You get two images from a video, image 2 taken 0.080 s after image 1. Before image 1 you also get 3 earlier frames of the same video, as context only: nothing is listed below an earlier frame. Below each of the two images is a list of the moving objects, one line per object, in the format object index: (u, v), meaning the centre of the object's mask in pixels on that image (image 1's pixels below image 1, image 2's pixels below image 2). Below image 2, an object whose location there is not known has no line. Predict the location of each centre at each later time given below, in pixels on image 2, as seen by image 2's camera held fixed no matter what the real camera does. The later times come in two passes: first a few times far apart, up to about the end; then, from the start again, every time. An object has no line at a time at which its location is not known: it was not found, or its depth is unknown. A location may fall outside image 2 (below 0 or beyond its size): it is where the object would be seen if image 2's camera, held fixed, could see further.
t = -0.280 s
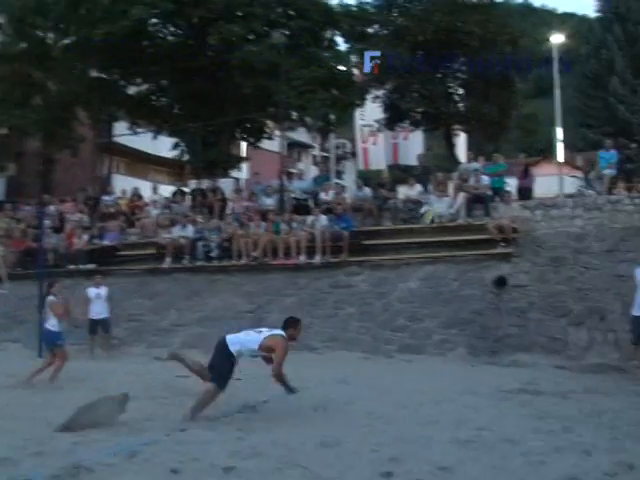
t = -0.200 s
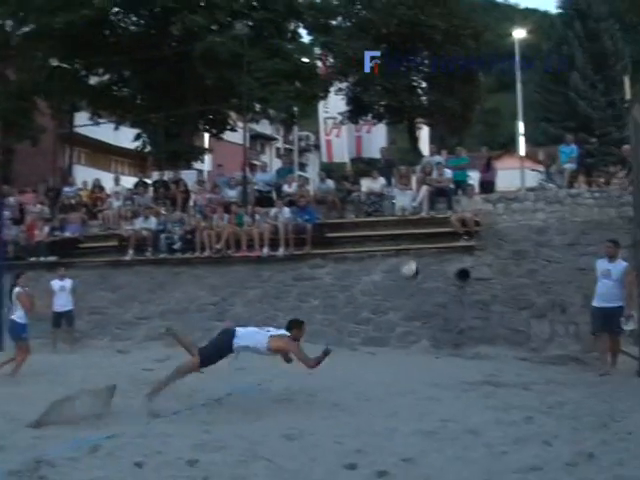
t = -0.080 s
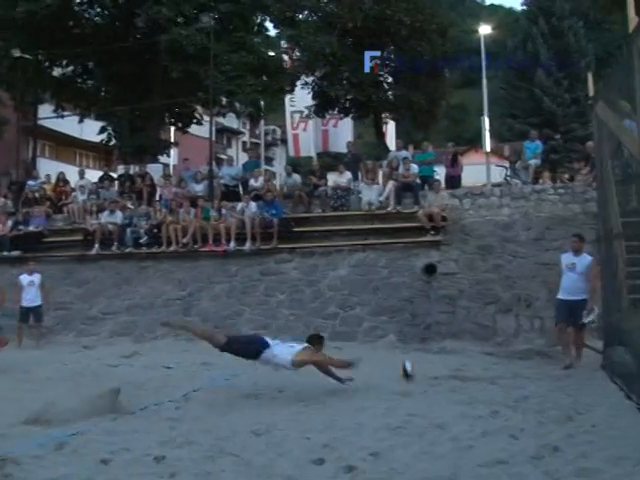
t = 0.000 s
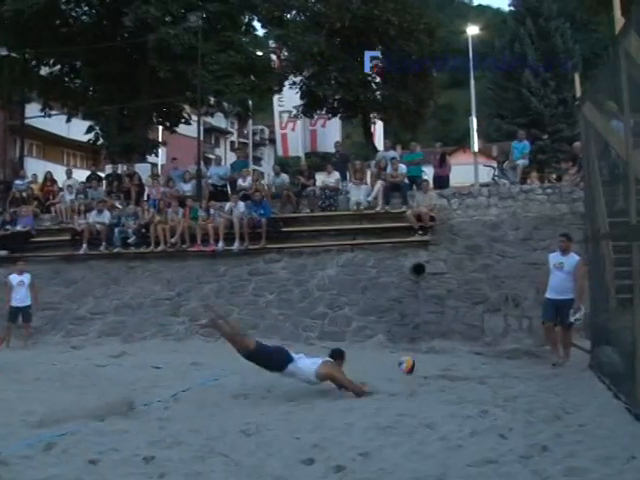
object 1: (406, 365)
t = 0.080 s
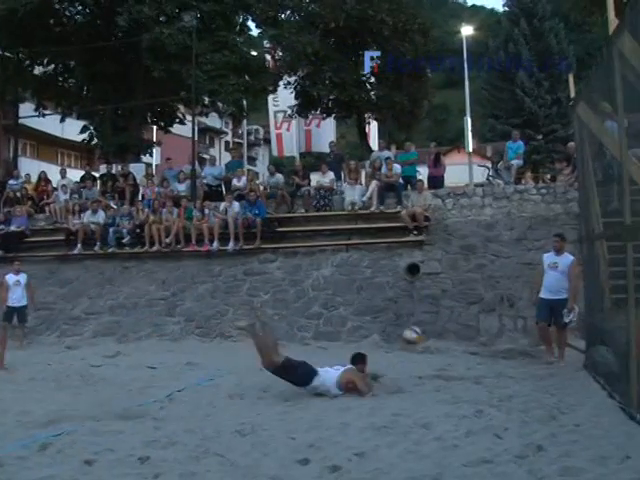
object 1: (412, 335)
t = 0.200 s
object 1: (426, 300)
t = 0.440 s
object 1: (455, 269)
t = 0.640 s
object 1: (480, 278)
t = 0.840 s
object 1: (504, 328)
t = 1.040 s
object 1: (526, 377)
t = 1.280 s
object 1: (544, 366)
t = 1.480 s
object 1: (559, 385)
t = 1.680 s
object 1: (564, 385)
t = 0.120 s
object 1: (417, 322)
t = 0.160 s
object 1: (421, 311)
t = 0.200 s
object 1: (426, 300)
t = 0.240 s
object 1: (431, 291)
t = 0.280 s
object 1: (437, 282)
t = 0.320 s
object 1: (441, 279)
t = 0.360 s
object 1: (445, 274)
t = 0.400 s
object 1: (450, 270)
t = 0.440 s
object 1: (455, 269)
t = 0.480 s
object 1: (460, 268)
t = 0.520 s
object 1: (464, 269)
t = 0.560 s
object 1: (469, 271)
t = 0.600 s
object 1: (473, 273)
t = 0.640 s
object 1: (480, 278)
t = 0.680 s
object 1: (484, 287)
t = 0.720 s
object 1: (490, 295)
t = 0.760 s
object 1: (494, 304)
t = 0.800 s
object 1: (499, 315)
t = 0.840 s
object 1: (504, 328)
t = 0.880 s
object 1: (508, 341)
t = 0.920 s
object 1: (513, 355)
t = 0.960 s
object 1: (516, 370)
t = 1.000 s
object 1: (522, 383)
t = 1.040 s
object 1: (526, 377)
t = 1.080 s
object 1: (530, 372)
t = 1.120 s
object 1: (532, 368)
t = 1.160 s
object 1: (535, 366)
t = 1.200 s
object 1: (537, 364)
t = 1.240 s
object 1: (541, 365)
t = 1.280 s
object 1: (544, 366)
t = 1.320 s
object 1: (547, 369)
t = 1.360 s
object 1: (551, 373)
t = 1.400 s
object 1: (555, 381)
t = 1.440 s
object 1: (557, 386)
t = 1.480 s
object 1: (559, 385)
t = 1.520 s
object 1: (560, 385)
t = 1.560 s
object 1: (561, 385)
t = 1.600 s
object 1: (562, 385)
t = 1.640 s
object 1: (563, 386)
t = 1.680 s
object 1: (564, 385)
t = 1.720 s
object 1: (564, 386)
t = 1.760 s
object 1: (566, 385)
